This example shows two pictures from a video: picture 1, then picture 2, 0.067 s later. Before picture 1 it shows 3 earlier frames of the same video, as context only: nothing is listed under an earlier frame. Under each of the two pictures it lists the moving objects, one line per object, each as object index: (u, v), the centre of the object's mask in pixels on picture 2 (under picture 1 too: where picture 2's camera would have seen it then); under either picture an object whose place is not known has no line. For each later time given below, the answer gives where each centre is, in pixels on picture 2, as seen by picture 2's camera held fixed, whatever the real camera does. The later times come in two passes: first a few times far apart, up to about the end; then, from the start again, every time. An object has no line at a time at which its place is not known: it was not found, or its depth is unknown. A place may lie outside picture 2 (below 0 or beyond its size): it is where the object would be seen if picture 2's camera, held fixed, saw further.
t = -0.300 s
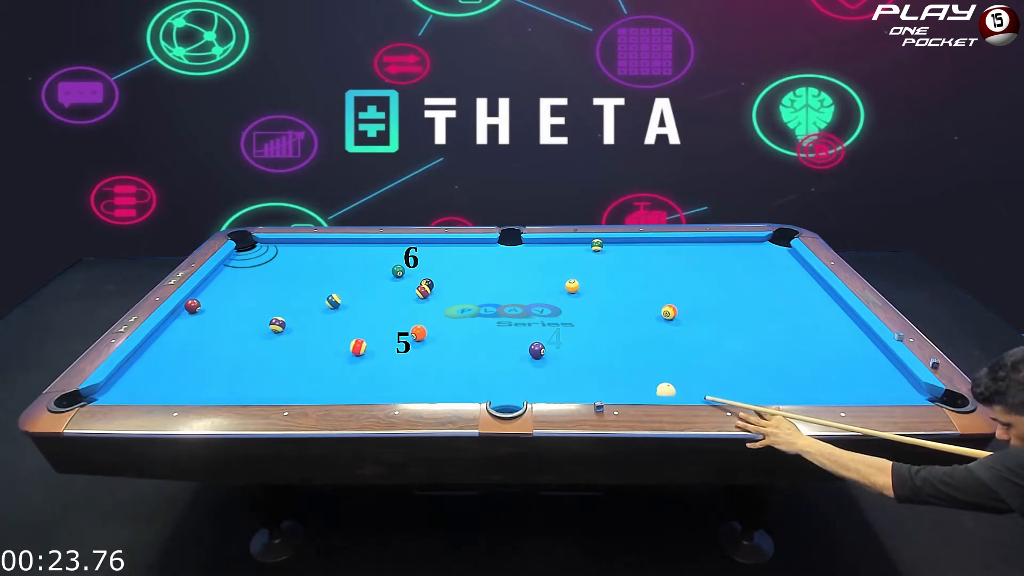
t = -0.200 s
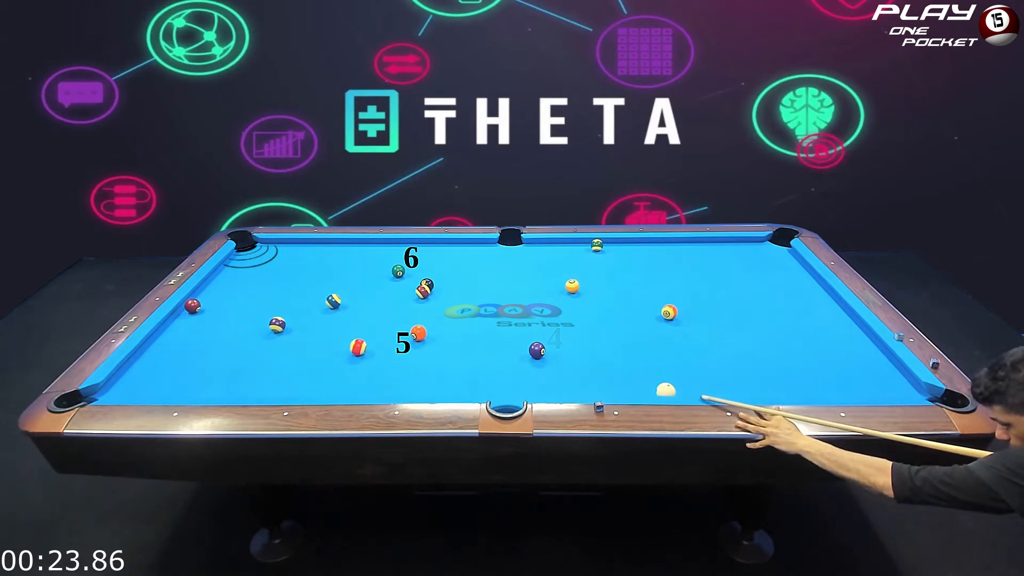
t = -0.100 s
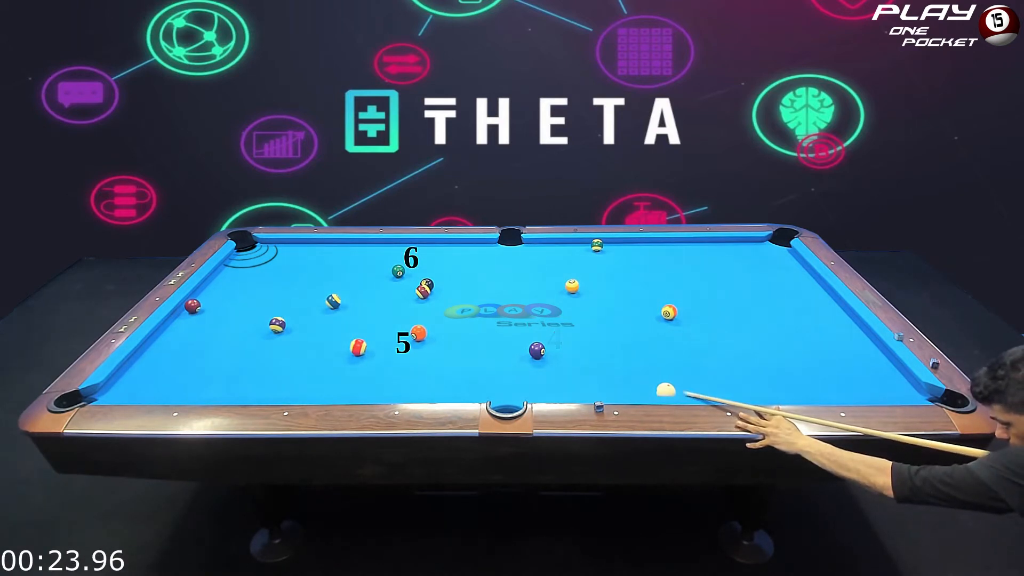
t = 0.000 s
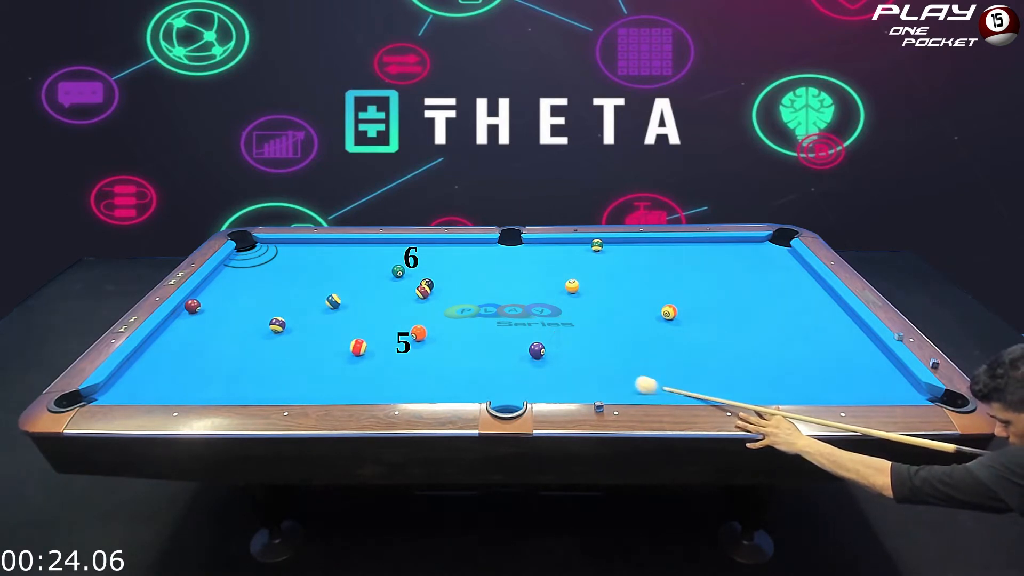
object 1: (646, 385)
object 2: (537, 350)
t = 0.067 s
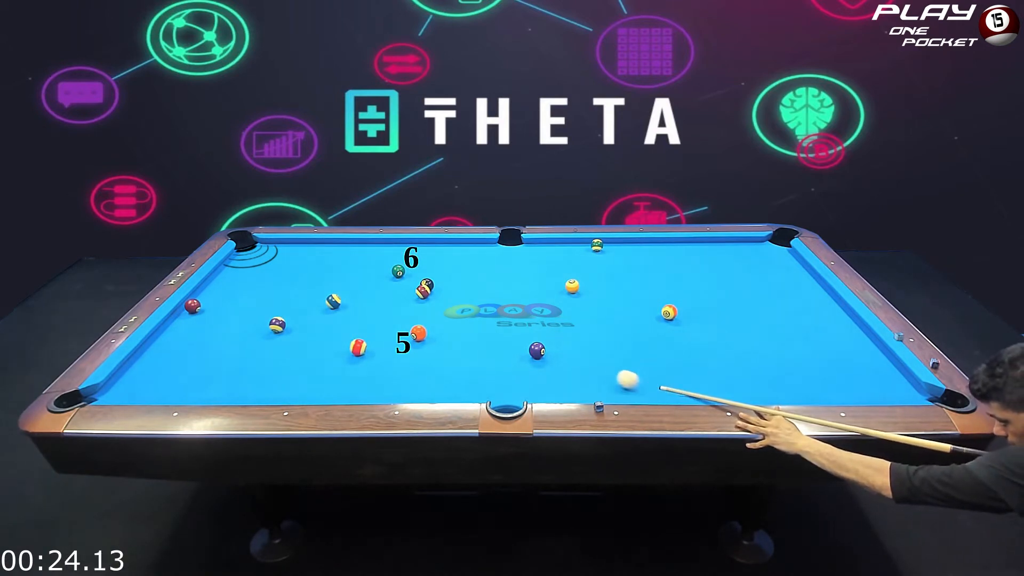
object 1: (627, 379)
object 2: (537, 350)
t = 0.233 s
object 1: (584, 365)
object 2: (537, 350)
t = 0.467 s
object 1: (546, 355)
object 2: (522, 345)
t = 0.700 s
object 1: (532, 351)
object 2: (491, 334)
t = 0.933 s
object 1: (520, 349)
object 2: (463, 324)
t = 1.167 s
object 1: (509, 346)
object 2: (437, 315)
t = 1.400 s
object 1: (500, 344)
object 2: (414, 306)
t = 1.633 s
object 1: (492, 342)
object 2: (393, 299)
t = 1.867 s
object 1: (486, 341)
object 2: (373, 291)
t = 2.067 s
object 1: (482, 340)
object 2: (358, 286)
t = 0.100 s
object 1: (619, 377)
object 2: (537, 350)
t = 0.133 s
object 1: (609, 374)
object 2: (537, 350)
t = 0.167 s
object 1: (601, 371)
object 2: (537, 350)
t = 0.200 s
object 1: (592, 368)
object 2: (537, 350)
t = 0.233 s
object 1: (584, 365)
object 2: (537, 350)
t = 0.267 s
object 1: (576, 363)
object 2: (537, 350)
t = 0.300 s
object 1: (568, 360)
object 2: (537, 350)
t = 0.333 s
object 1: (560, 358)
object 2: (537, 350)
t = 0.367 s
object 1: (553, 356)
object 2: (537, 350)
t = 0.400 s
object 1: (550, 355)
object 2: (532, 348)
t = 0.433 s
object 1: (548, 355)
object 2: (527, 346)
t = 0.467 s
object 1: (546, 355)
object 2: (522, 345)
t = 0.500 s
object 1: (544, 354)
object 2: (517, 343)
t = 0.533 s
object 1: (542, 354)
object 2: (513, 341)
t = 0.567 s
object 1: (540, 353)
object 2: (509, 340)
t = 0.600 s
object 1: (538, 353)
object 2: (504, 338)
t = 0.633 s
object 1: (536, 352)
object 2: (499, 337)
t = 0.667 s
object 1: (534, 352)
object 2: (495, 335)
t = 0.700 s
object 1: (532, 351)
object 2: (491, 334)
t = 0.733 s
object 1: (530, 351)
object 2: (487, 332)
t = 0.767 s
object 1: (529, 351)
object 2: (483, 331)
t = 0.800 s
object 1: (527, 350)
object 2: (478, 329)
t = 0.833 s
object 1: (525, 350)
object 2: (475, 328)
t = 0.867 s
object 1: (523, 349)
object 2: (471, 326)
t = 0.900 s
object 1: (522, 349)
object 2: (467, 325)
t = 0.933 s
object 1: (520, 349)
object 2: (463, 324)
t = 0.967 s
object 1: (518, 348)
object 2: (459, 322)
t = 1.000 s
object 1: (517, 348)
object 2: (455, 321)
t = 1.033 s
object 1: (515, 348)
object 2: (452, 320)
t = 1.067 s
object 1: (514, 347)
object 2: (448, 318)
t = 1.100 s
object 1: (512, 347)
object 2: (444, 317)
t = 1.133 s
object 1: (511, 347)
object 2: (441, 315)
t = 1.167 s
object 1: (509, 346)
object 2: (437, 315)
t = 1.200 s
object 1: (508, 346)
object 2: (434, 313)
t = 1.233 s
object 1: (506, 346)
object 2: (430, 312)
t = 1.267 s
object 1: (505, 345)
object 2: (427, 311)
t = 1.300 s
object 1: (504, 345)
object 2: (424, 310)
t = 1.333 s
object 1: (502, 345)
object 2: (420, 309)
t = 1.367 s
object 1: (501, 344)
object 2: (417, 308)
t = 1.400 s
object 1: (500, 344)
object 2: (414, 306)
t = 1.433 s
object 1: (499, 344)
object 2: (411, 305)
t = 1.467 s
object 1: (498, 344)
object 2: (408, 304)
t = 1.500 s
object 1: (496, 343)
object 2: (405, 303)
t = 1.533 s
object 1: (495, 343)
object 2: (402, 302)
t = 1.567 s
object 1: (494, 343)
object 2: (399, 301)
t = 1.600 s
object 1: (493, 342)
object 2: (396, 300)
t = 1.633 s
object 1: (492, 342)
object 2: (393, 299)
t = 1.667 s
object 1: (491, 342)
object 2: (390, 297)
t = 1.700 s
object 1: (490, 342)
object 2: (387, 297)
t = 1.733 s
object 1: (490, 342)
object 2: (384, 295)
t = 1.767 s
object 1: (489, 341)
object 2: (381, 295)
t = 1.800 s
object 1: (488, 341)
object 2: (379, 293)
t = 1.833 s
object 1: (487, 341)
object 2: (376, 292)
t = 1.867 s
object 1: (486, 341)
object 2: (373, 291)
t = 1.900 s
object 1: (485, 341)
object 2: (371, 291)
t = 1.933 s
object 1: (485, 340)
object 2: (368, 290)
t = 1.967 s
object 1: (484, 340)
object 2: (365, 289)
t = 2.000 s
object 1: (483, 340)
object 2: (363, 288)
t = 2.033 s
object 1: (482, 340)
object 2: (360, 287)
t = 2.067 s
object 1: (482, 340)
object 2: (358, 286)
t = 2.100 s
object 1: (481, 340)
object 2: (355, 285)
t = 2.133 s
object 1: (480, 339)
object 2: (353, 284)
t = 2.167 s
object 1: (480, 339)
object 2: (351, 284)
